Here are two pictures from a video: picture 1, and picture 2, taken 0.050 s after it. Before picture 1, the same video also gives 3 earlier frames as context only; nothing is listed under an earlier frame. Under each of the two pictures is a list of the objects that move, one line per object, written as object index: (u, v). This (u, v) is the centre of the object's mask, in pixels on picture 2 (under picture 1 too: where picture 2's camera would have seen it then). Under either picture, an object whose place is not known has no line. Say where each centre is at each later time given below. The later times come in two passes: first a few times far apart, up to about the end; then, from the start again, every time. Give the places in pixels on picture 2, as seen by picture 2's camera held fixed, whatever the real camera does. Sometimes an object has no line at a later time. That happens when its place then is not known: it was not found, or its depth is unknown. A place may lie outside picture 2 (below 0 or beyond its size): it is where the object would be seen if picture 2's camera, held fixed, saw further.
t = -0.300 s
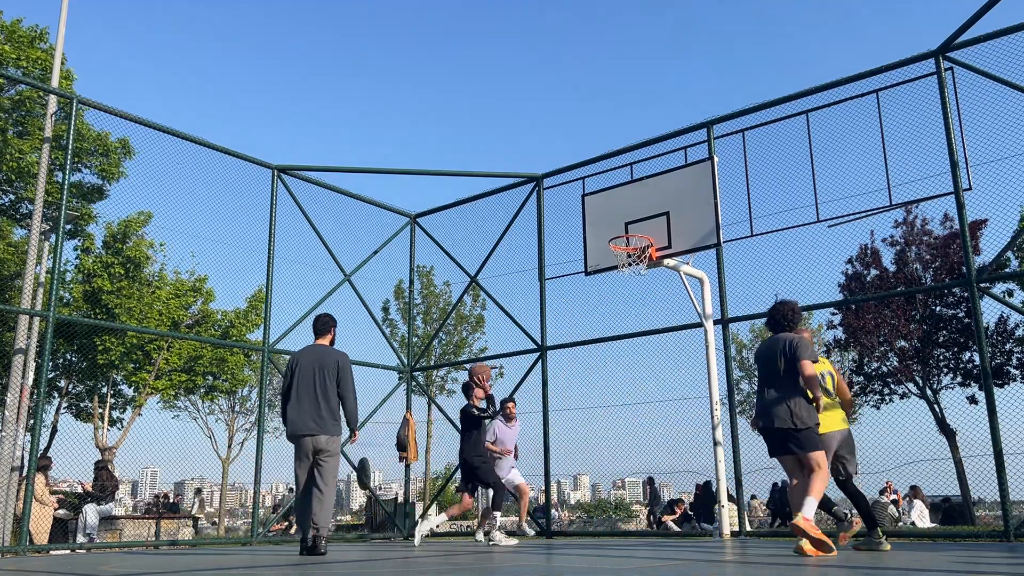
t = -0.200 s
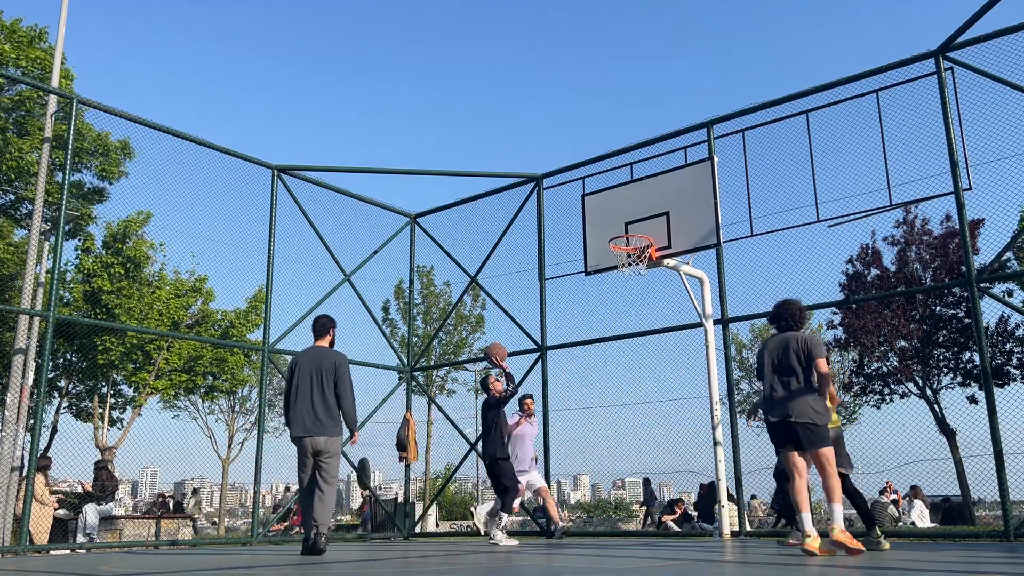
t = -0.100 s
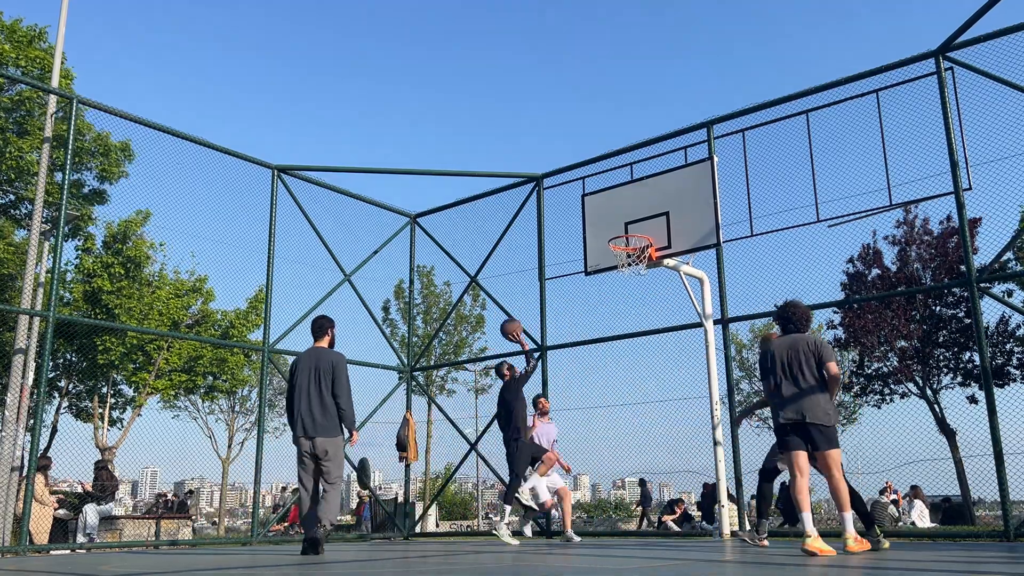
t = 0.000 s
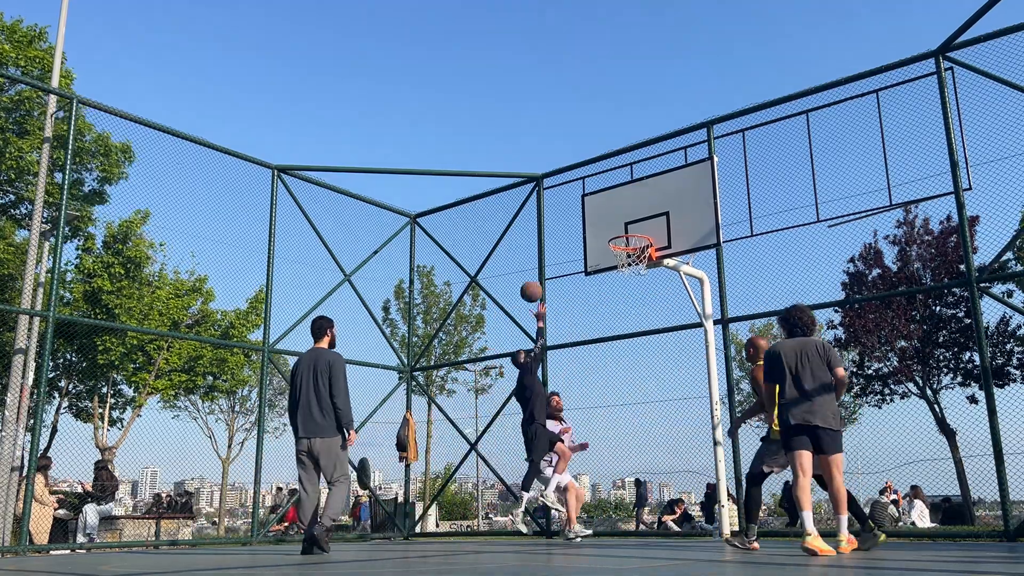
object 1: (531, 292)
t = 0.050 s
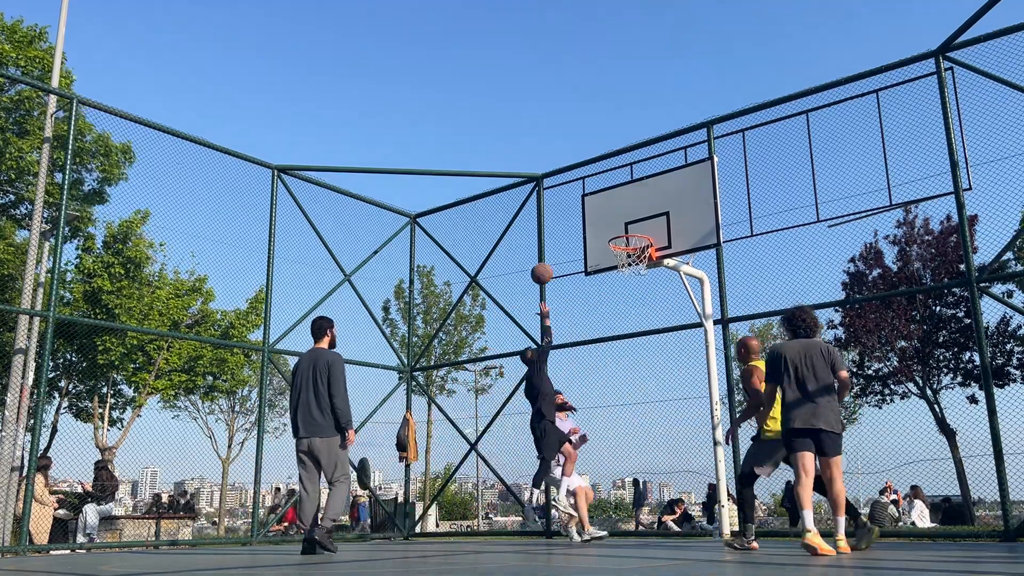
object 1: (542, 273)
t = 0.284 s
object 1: (589, 223)
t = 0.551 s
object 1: (628, 217)
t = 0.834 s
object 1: (623, 227)
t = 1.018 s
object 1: (617, 234)
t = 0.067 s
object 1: (545, 268)
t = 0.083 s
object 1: (549, 263)
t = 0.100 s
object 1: (553, 258)
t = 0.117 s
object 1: (555, 254)
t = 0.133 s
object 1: (559, 250)
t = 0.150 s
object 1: (562, 245)
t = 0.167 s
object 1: (565, 242)
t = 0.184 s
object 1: (569, 239)
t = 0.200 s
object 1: (572, 235)
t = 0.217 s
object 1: (576, 232)
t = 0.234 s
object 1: (578, 230)
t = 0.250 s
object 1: (582, 227)
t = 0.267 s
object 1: (585, 225)
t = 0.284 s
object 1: (589, 223)
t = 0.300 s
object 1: (592, 222)
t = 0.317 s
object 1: (595, 220)
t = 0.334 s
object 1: (598, 219)
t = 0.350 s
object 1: (602, 218)
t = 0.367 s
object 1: (605, 217)
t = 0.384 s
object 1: (608, 216)
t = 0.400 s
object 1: (611, 216)
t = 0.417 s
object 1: (614, 216)
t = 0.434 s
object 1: (617, 216)
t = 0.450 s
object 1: (621, 216)
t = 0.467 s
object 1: (624, 216)
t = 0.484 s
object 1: (627, 217)
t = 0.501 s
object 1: (627, 217)
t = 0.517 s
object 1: (627, 217)
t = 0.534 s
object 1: (627, 217)
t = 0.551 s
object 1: (628, 217)
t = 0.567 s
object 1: (628, 218)
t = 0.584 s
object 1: (628, 219)
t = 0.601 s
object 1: (629, 220)
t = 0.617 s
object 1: (629, 221)
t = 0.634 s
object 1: (629, 223)
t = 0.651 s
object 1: (630, 224)
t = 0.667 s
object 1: (630, 226)
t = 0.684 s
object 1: (630, 227)
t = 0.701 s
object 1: (630, 228)
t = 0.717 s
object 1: (630, 228)
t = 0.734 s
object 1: (628, 227)
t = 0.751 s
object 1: (627, 227)
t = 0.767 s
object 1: (627, 227)
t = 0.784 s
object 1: (626, 227)
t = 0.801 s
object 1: (625, 227)
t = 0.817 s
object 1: (624, 227)
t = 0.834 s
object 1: (623, 227)
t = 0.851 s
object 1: (623, 228)
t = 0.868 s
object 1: (621, 230)
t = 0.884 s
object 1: (621, 231)
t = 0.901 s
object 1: (620, 232)
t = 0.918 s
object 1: (619, 235)
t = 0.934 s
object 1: (618, 236)
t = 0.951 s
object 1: (618, 236)
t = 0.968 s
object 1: (618, 235)
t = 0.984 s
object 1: (617, 235)
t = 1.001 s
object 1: (617, 234)
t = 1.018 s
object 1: (617, 234)
